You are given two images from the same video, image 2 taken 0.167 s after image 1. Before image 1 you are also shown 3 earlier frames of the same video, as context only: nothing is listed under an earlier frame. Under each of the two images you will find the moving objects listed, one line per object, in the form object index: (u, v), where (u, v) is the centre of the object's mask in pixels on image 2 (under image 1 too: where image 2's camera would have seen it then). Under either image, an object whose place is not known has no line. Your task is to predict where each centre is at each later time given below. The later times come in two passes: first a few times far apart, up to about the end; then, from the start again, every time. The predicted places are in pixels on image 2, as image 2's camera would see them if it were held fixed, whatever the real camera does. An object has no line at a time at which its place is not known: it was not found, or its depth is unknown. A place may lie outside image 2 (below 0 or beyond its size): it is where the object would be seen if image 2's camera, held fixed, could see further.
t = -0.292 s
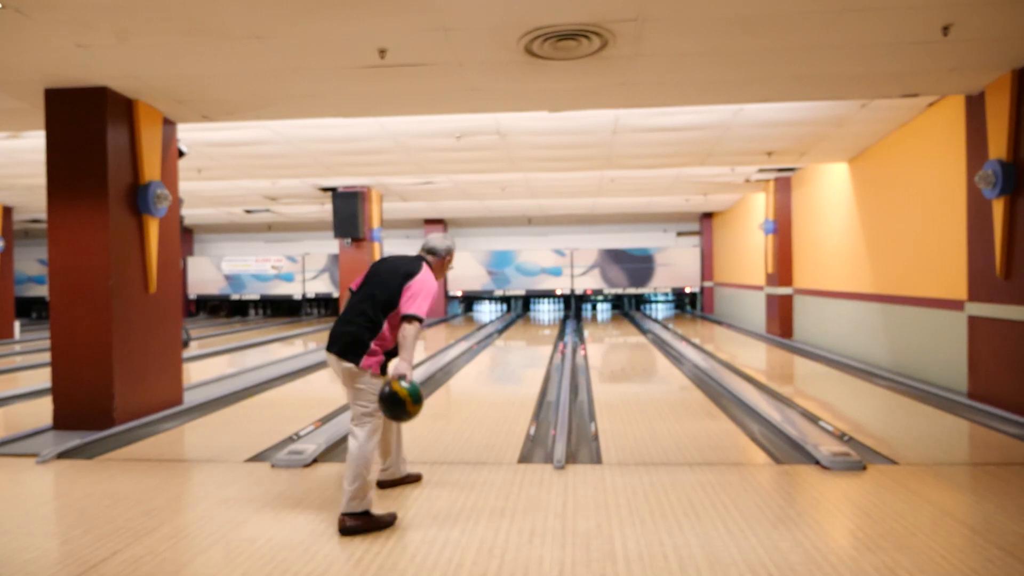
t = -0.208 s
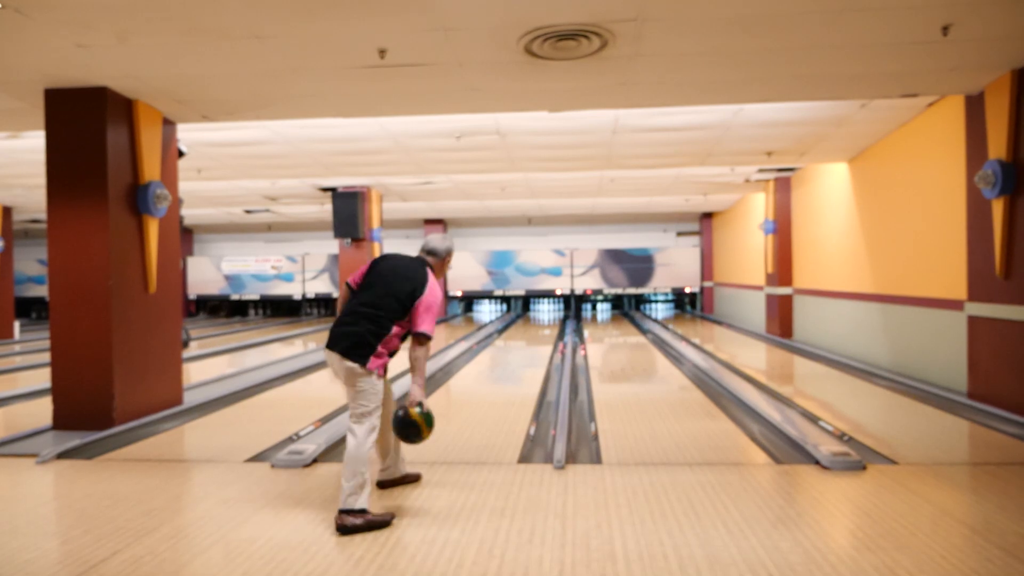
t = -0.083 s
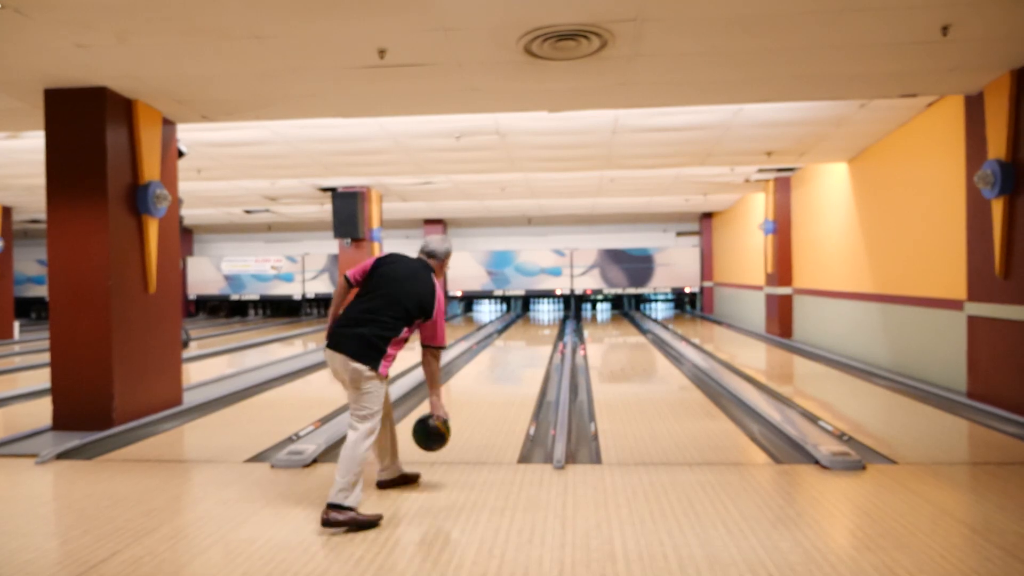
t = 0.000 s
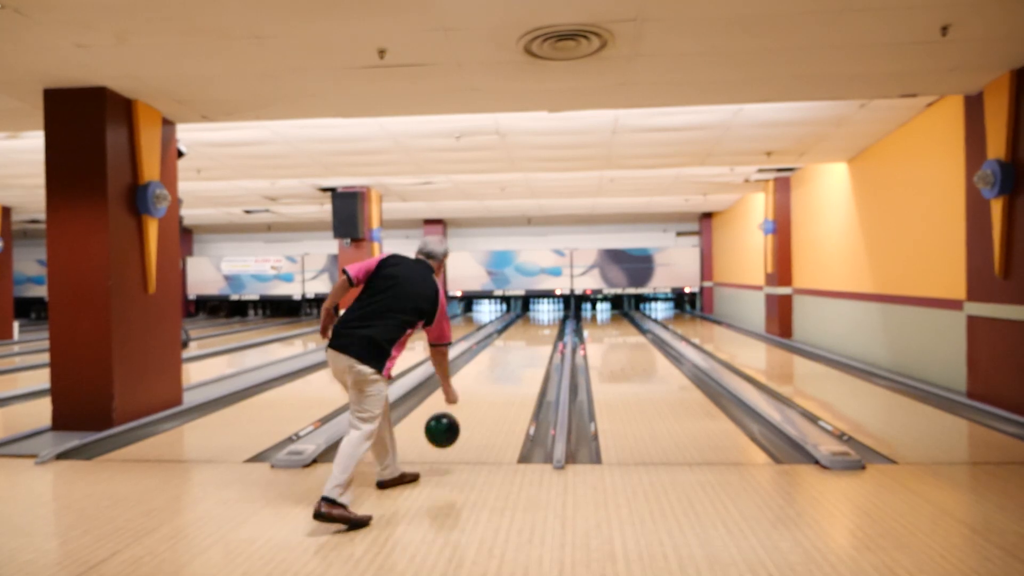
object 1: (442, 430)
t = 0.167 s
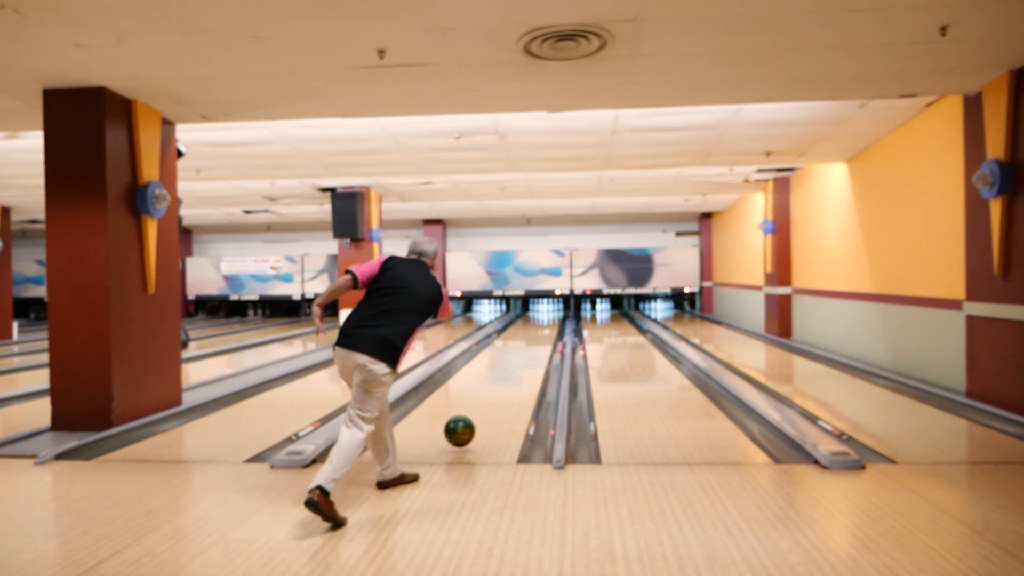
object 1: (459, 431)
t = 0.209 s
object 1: (464, 430)
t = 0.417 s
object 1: (478, 410)
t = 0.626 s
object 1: (490, 395)
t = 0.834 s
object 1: (499, 383)
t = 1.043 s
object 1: (506, 373)
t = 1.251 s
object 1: (512, 365)
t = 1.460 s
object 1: (517, 357)
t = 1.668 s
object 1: (521, 352)
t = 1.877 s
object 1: (524, 347)
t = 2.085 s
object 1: (527, 343)
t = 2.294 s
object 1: (529, 339)
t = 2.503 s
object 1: (531, 336)
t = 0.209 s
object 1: (464, 430)
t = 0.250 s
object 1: (466, 425)
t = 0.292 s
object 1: (470, 419)
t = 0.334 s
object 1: (472, 416)
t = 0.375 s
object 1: (476, 412)
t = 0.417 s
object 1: (478, 410)
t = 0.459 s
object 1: (481, 407)
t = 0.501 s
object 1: (483, 404)
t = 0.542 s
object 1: (486, 401)
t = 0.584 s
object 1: (488, 398)
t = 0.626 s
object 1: (490, 395)
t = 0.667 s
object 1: (492, 393)
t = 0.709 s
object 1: (494, 390)
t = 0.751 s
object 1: (496, 387)
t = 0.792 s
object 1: (498, 385)
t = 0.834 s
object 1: (499, 383)
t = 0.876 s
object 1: (501, 380)
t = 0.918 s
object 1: (502, 379)
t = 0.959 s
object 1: (504, 376)
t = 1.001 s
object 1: (505, 375)
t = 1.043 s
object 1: (506, 373)
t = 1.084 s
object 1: (507, 371)
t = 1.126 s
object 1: (509, 369)
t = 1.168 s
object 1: (510, 368)
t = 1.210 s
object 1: (511, 366)
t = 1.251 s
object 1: (512, 365)
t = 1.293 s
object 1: (513, 363)
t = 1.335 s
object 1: (514, 362)
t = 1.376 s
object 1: (515, 360)
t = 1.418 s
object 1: (516, 359)
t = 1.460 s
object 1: (517, 357)
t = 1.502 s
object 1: (517, 356)
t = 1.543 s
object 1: (519, 355)
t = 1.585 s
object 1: (519, 354)
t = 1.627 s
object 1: (520, 353)
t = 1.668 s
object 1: (521, 352)
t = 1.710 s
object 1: (522, 351)
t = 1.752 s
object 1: (522, 350)
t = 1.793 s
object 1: (523, 348)
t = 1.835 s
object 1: (523, 348)
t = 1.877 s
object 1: (524, 347)
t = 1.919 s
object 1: (524, 346)
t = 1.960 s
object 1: (525, 345)
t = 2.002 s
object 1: (526, 344)
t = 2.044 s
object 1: (527, 343)
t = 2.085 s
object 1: (527, 343)
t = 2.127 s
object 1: (527, 342)
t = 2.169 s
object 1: (528, 341)
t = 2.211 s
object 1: (529, 340)
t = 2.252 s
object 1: (529, 340)
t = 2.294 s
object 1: (529, 339)
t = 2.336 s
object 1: (529, 339)
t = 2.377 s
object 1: (530, 338)
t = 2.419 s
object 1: (530, 337)
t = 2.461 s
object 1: (531, 336)
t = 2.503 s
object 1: (531, 336)
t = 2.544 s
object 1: (532, 335)
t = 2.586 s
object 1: (532, 334)
